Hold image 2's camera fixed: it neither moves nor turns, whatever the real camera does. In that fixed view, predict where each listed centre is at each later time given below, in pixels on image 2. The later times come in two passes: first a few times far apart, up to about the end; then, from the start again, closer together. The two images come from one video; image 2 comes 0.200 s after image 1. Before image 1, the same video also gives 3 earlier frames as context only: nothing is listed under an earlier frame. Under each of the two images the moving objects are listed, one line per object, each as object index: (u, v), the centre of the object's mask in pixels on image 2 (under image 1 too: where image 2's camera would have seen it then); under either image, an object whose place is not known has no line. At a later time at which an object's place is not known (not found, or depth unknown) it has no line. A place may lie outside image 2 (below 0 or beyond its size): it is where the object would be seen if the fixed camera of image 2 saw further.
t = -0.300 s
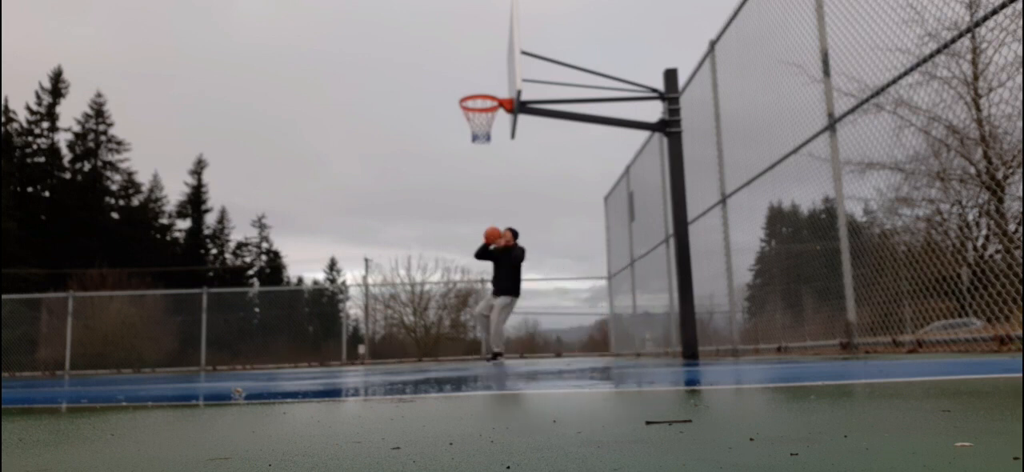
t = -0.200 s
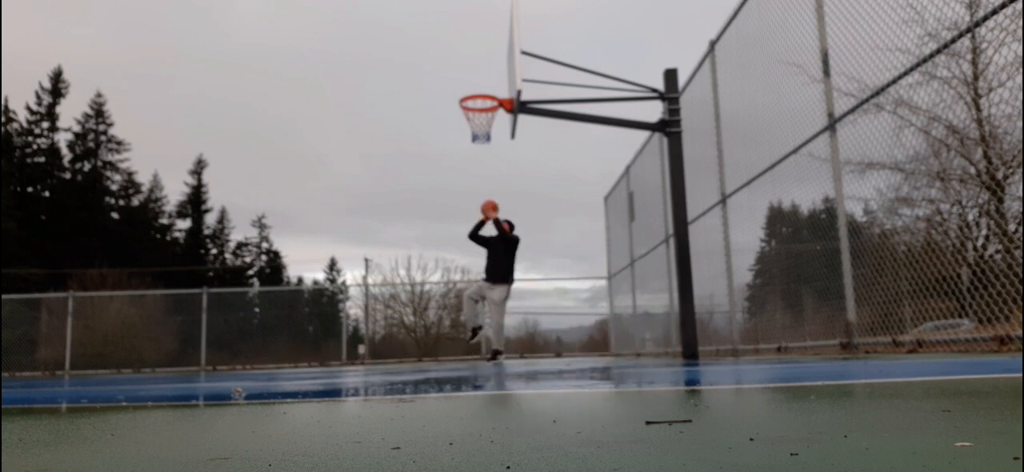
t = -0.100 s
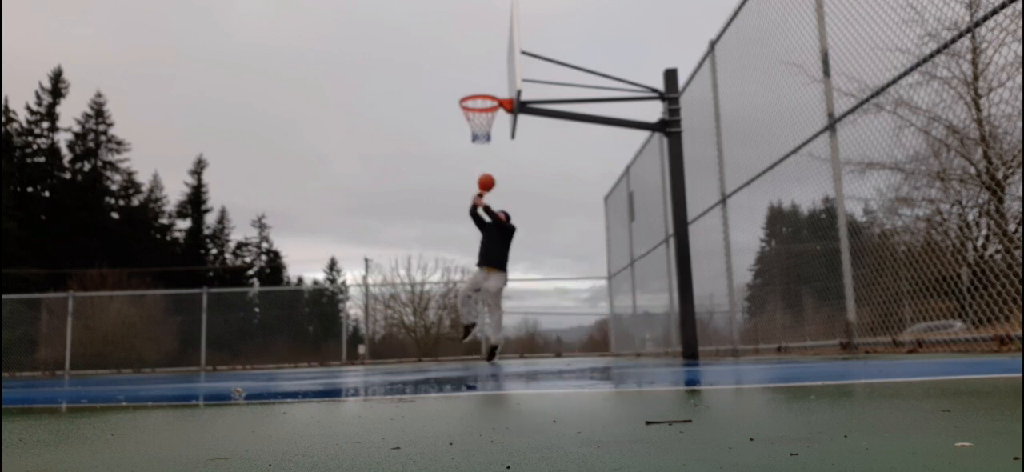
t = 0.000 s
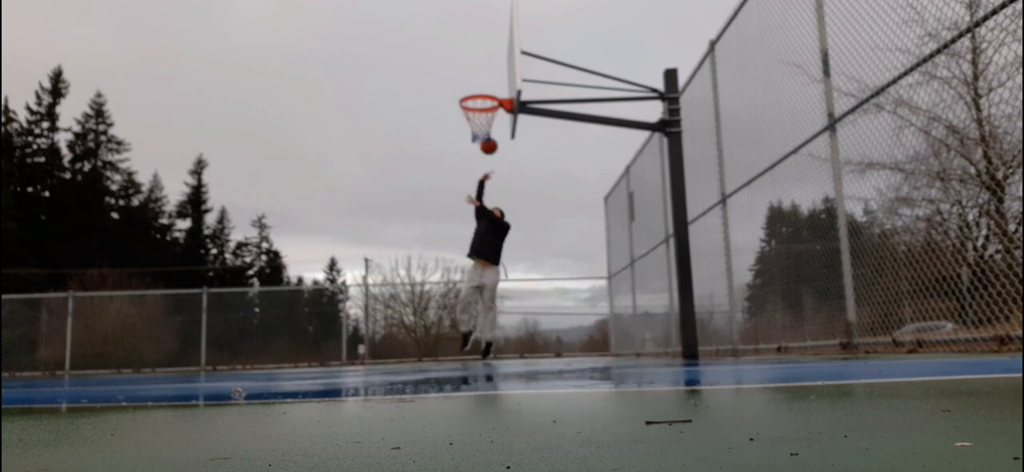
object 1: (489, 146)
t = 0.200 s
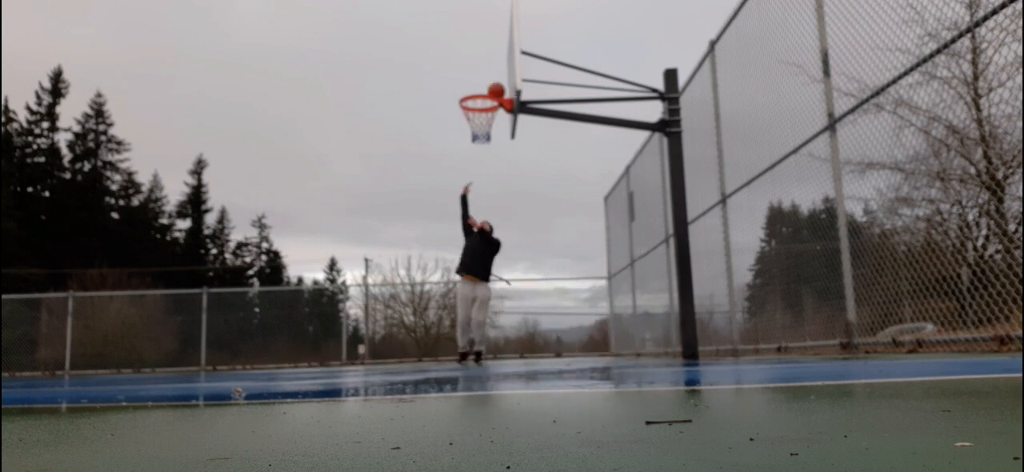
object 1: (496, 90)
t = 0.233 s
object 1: (497, 84)
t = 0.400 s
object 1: (497, 67)
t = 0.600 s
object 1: (491, 74)
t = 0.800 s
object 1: (486, 114)
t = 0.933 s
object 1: (480, 148)
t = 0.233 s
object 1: (497, 84)
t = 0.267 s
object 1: (499, 79)
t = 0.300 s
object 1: (500, 74)
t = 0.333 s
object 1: (499, 71)
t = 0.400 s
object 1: (497, 67)
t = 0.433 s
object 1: (496, 65)
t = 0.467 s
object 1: (495, 66)
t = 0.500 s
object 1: (494, 66)
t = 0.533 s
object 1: (493, 68)
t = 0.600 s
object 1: (491, 74)
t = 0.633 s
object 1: (490, 78)
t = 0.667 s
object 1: (490, 83)
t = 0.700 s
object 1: (489, 88)
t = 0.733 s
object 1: (488, 97)
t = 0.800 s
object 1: (486, 114)
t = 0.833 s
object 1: (486, 123)
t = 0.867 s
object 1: (484, 132)
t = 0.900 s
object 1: (481, 139)
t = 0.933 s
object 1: (480, 148)
